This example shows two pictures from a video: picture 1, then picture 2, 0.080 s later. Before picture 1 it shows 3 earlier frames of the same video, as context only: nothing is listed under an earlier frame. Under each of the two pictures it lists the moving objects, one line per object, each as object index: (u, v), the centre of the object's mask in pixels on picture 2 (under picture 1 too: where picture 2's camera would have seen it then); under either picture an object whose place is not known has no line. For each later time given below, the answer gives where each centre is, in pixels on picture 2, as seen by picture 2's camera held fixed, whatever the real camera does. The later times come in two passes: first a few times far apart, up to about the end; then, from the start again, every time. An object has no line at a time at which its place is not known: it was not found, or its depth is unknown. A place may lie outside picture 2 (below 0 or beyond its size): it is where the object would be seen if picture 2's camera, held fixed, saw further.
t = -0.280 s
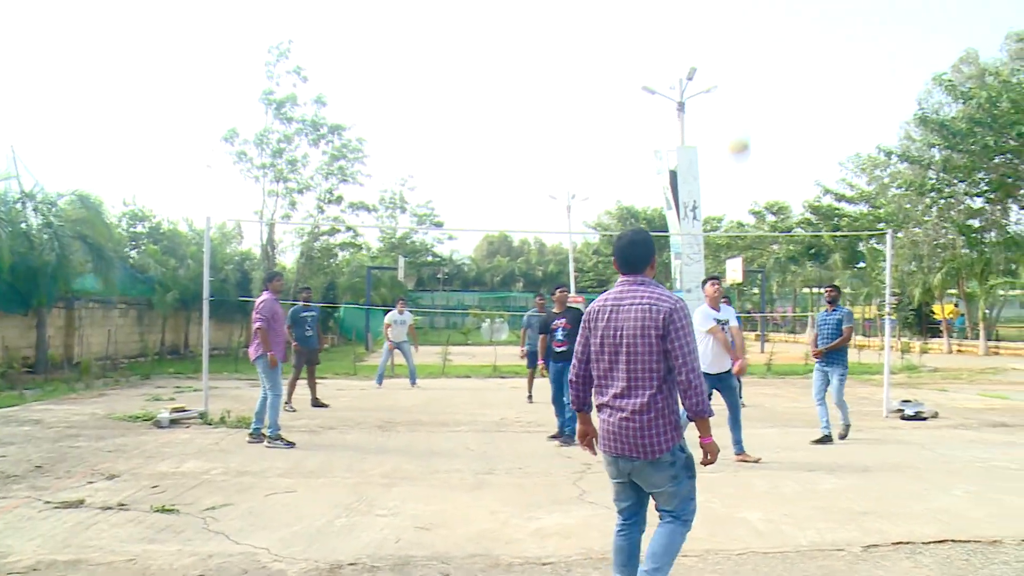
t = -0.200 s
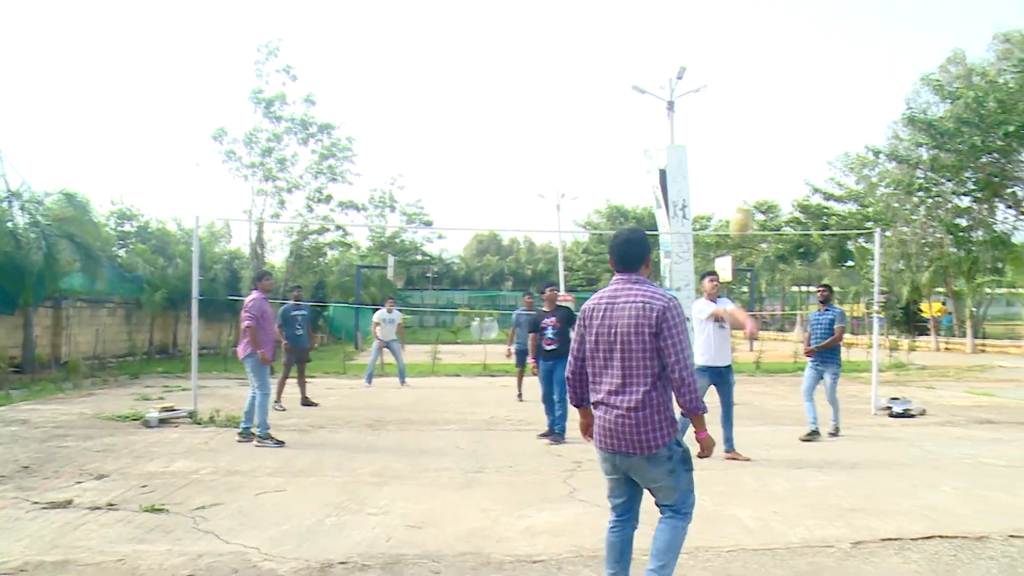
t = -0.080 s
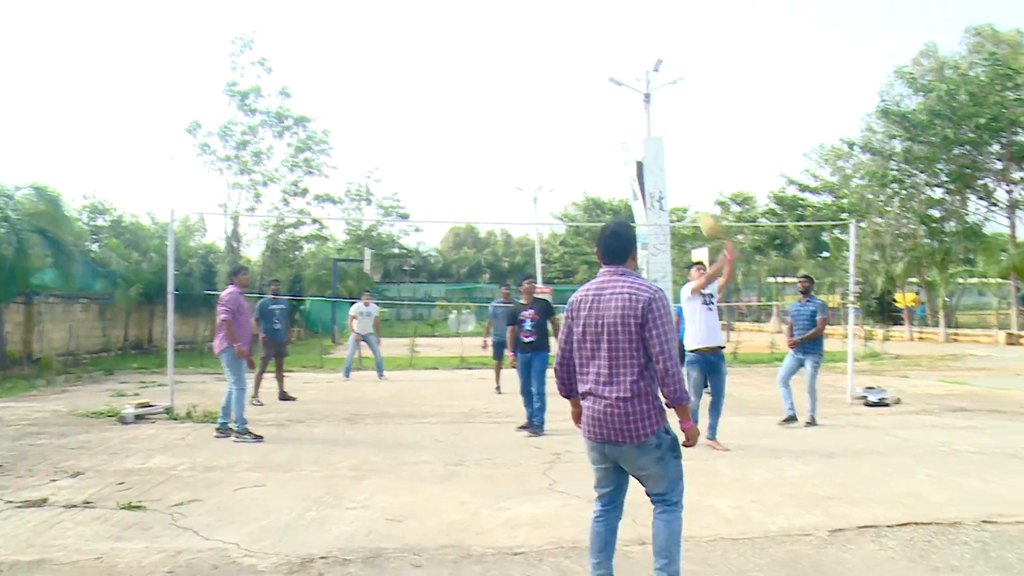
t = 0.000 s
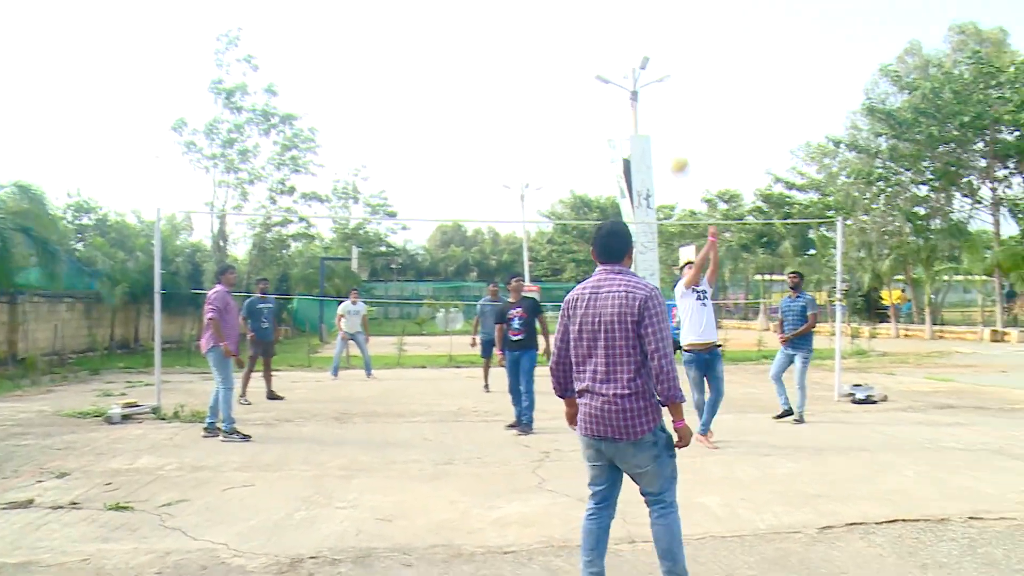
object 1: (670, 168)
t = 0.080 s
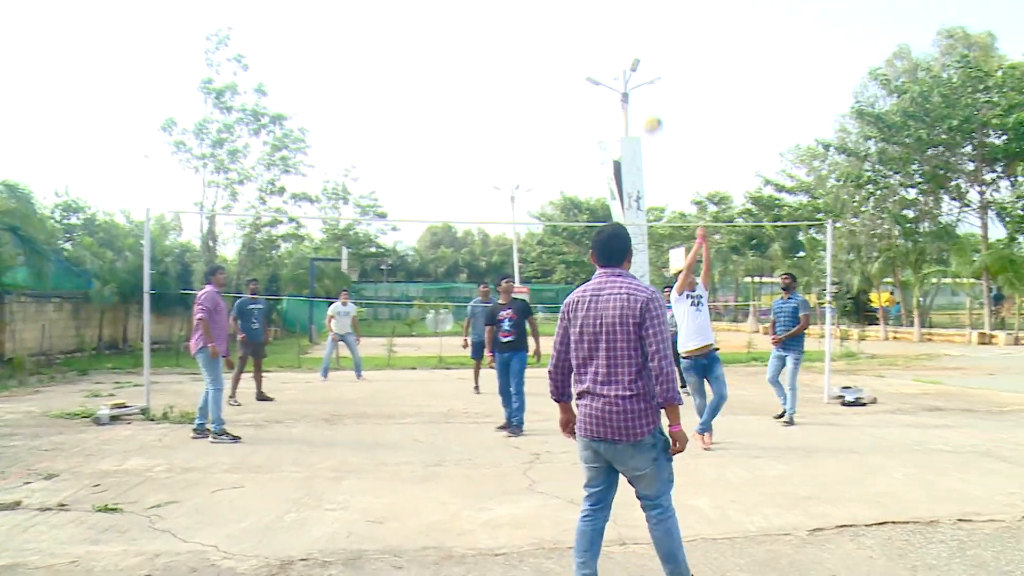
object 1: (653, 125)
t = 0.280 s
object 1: (616, 57)
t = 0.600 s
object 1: (573, 28)
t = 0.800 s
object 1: (553, 51)
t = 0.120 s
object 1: (644, 107)
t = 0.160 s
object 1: (636, 92)
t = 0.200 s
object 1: (629, 77)
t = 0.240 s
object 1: (623, 67)
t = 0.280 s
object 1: (616, 57)
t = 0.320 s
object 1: (610, 48)
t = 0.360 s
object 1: (604, 41)
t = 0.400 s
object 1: (598, 36)
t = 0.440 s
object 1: (593, 32)
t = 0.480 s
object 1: (588, 29)
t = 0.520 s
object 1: (582, 27)
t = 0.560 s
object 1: (577, 27)
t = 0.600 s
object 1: (573, 28)
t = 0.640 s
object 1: (569, 31)
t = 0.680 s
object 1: (565, 35)
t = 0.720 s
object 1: (560, 39)
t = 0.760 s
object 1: (557, 45)
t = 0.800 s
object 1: (553, 51)
